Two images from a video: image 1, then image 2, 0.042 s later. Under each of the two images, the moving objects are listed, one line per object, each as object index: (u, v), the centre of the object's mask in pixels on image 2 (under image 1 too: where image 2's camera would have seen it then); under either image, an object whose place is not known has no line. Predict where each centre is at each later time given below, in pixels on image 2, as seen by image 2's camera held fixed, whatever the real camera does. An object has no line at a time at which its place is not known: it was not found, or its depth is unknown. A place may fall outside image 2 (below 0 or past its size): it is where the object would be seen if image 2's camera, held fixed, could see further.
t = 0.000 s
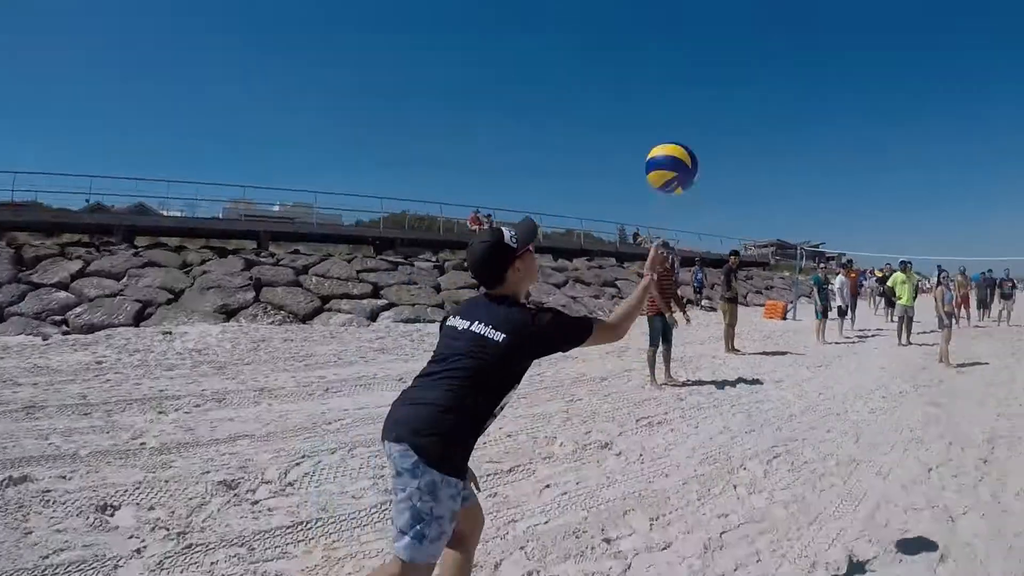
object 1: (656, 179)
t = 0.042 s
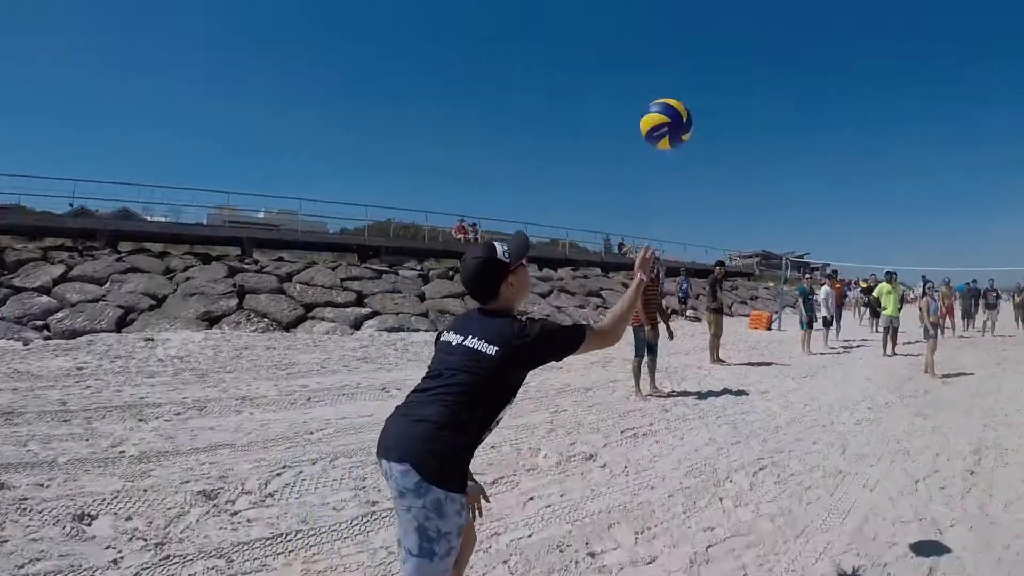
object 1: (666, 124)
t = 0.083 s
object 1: (675, 75)
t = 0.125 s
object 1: (690, 7)
